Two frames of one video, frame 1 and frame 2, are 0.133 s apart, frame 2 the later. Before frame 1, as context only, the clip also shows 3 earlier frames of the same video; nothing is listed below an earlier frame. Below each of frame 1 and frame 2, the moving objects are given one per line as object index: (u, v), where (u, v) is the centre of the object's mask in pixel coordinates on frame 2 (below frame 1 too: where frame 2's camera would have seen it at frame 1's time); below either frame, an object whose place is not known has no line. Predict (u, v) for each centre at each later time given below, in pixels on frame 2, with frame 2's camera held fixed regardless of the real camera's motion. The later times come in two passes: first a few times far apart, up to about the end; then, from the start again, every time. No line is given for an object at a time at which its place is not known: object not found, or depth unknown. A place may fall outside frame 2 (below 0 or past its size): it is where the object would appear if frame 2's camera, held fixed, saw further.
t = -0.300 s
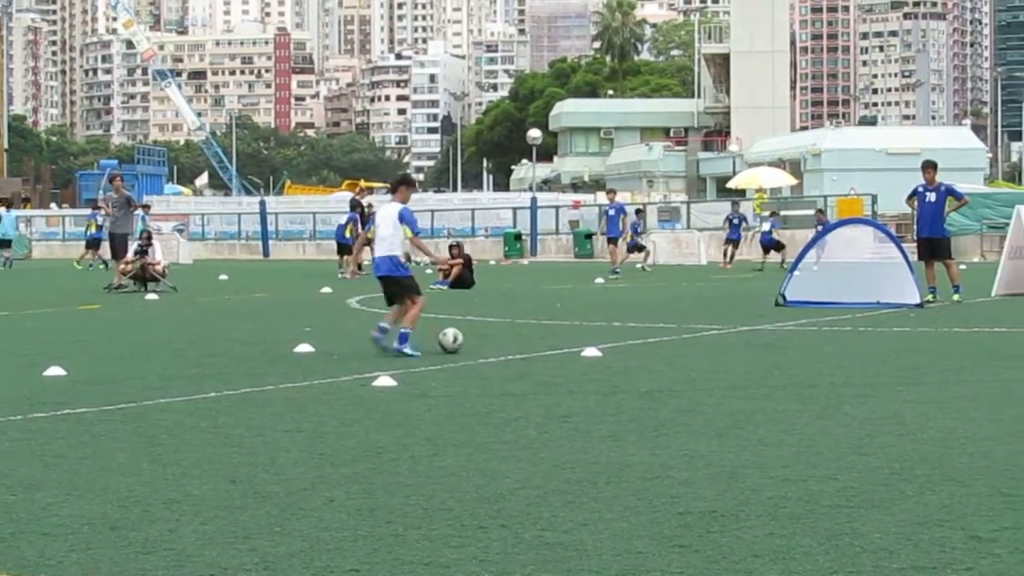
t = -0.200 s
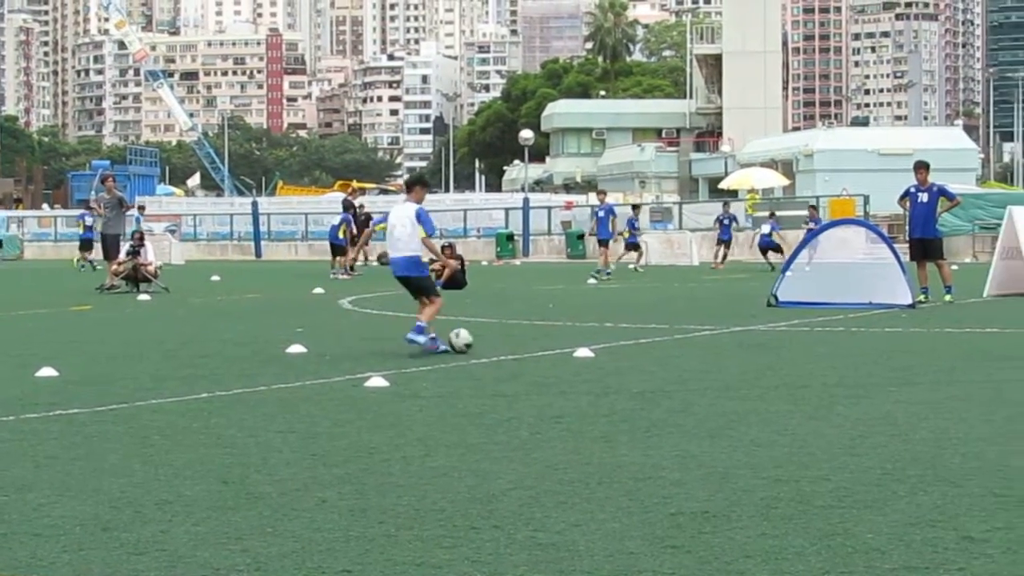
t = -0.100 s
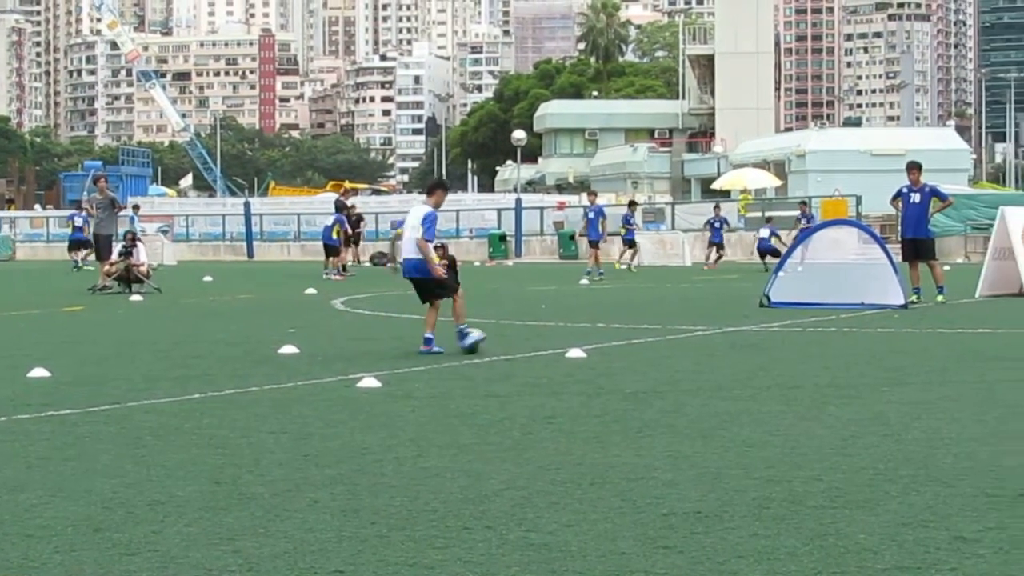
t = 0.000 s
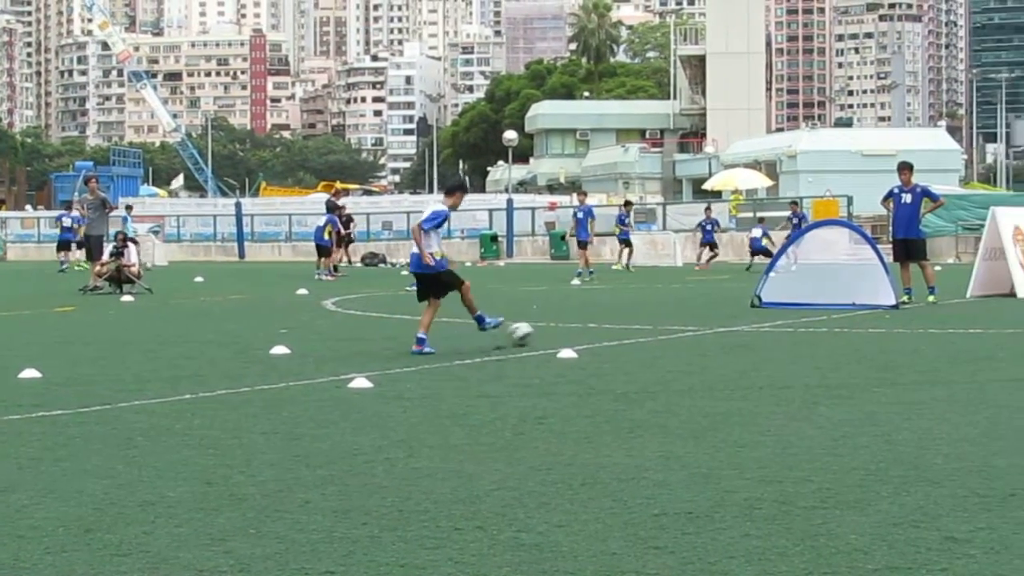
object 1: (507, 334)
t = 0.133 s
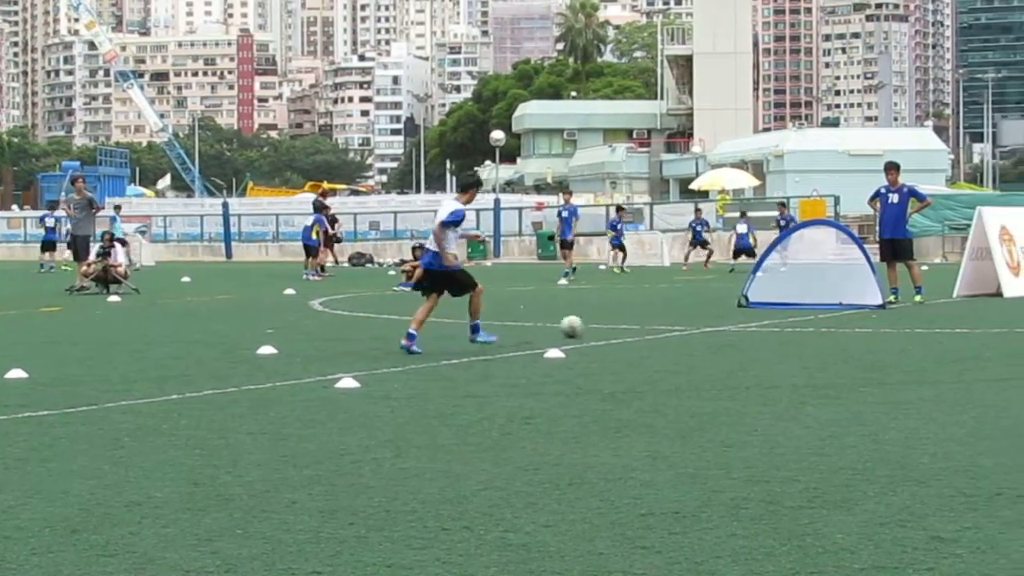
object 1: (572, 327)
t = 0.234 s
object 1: (611, 321)
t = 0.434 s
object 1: (675, 315)
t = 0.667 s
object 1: (729, 309)
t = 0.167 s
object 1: (584, 325)
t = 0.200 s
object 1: (598, 322)
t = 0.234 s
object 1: (611, 321)
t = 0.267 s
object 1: (623, 321)
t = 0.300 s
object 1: (634, 319)
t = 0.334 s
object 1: (646, 316)
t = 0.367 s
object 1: (655, 314)
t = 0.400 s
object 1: (665, 314)
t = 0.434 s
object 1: (675, 315)
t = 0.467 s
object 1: (684, 313)
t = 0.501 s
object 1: (692, 311)
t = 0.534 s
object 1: (700, 309)
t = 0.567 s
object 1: (708, 310)
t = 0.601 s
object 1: (715, 310)
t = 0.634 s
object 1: (722, 309)
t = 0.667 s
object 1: (729, 309)
